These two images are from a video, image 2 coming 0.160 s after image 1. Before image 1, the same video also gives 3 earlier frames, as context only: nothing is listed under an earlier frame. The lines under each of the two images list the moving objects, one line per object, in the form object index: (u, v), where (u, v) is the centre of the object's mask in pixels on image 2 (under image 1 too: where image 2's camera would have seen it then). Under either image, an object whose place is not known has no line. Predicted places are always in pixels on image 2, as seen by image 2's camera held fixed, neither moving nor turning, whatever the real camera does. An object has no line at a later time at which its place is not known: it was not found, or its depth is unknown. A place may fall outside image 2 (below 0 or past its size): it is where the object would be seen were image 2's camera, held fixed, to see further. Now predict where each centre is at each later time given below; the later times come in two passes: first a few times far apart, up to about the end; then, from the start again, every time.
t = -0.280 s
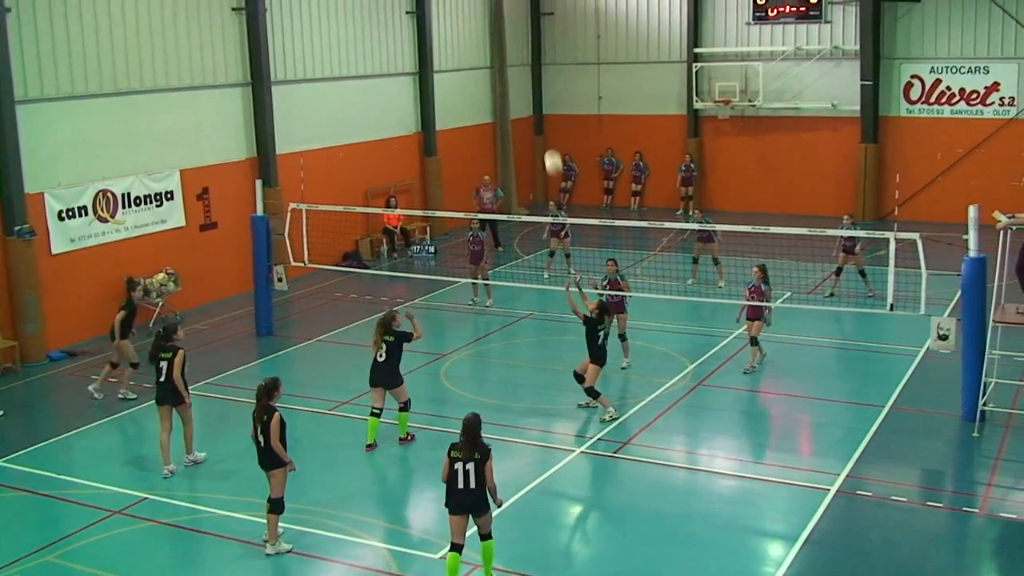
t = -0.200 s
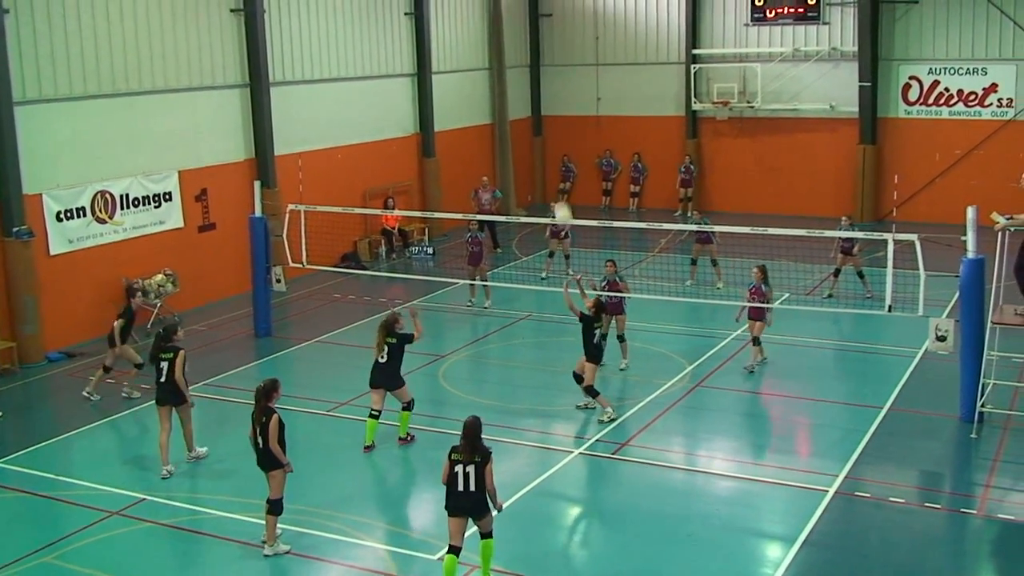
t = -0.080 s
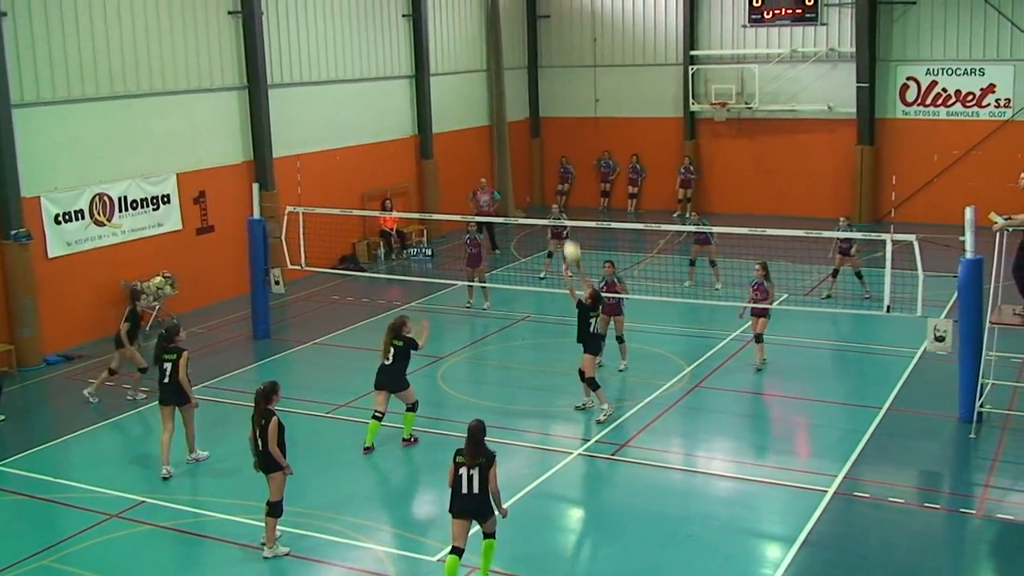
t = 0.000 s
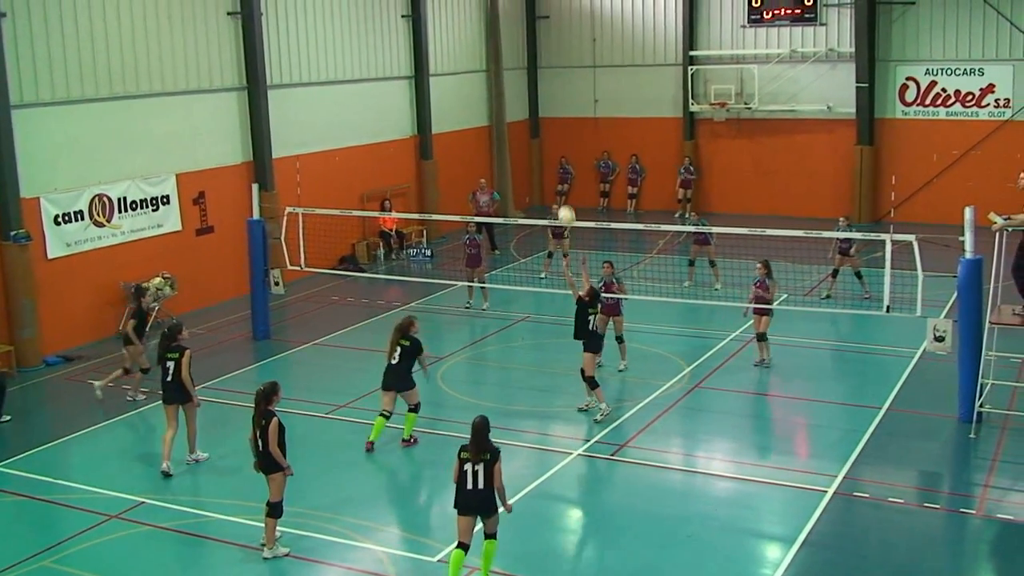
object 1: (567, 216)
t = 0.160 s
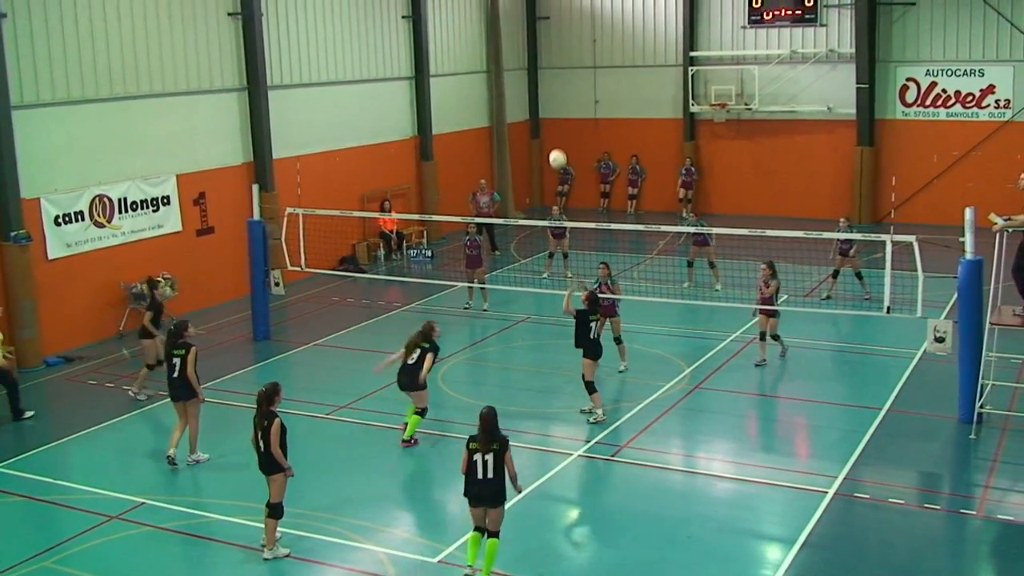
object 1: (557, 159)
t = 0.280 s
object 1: (551, 129)
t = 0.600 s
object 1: (535, 106)
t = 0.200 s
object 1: (555, 148)
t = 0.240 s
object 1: (553, 138)
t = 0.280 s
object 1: (551, 129)
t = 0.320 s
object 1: (549, 122)
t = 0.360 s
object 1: (547, 116)
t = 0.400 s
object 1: (544, 110)
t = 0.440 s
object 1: (542, 107)
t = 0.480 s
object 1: (540, 105)
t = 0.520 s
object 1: (539, 104)
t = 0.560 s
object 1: (537, 104)
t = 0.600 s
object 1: (535, 106)
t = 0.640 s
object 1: (533, 108)
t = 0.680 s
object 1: (532, 113)
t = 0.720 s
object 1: (530, 118)
